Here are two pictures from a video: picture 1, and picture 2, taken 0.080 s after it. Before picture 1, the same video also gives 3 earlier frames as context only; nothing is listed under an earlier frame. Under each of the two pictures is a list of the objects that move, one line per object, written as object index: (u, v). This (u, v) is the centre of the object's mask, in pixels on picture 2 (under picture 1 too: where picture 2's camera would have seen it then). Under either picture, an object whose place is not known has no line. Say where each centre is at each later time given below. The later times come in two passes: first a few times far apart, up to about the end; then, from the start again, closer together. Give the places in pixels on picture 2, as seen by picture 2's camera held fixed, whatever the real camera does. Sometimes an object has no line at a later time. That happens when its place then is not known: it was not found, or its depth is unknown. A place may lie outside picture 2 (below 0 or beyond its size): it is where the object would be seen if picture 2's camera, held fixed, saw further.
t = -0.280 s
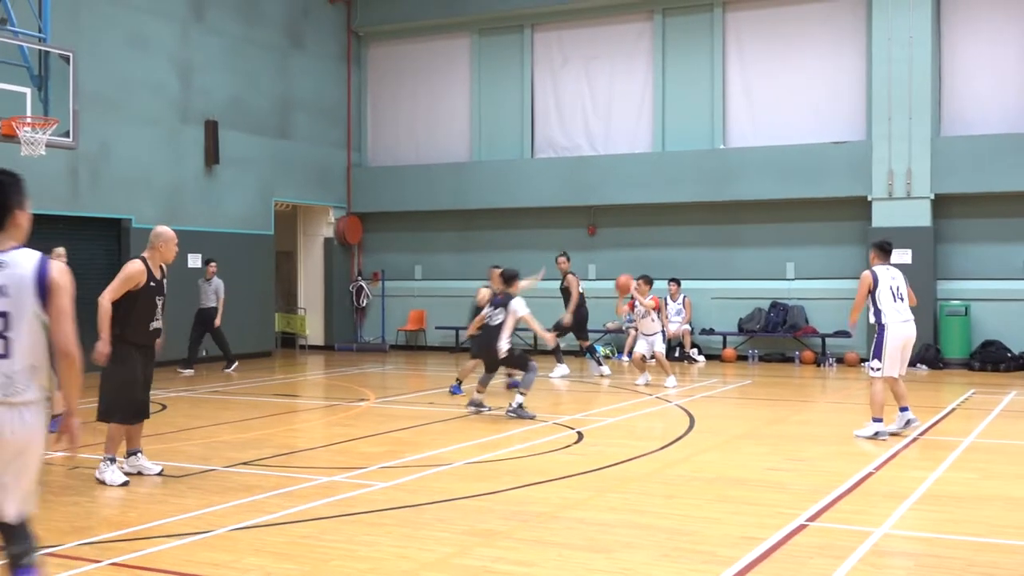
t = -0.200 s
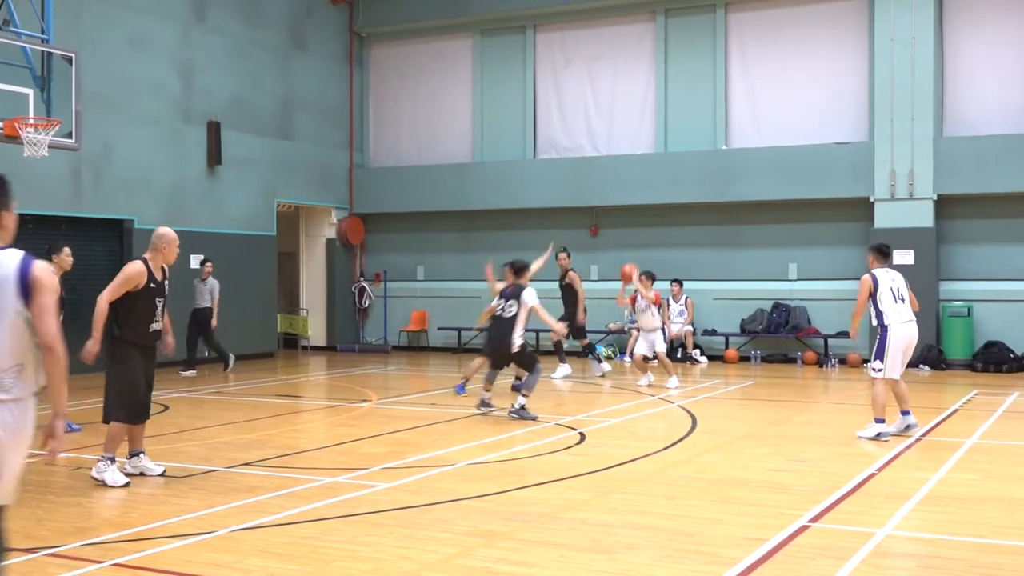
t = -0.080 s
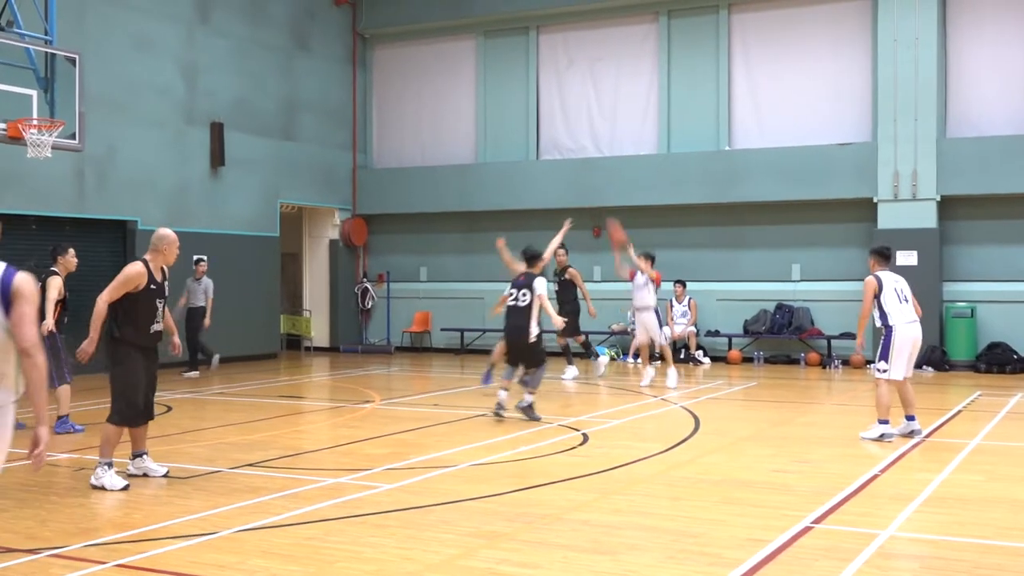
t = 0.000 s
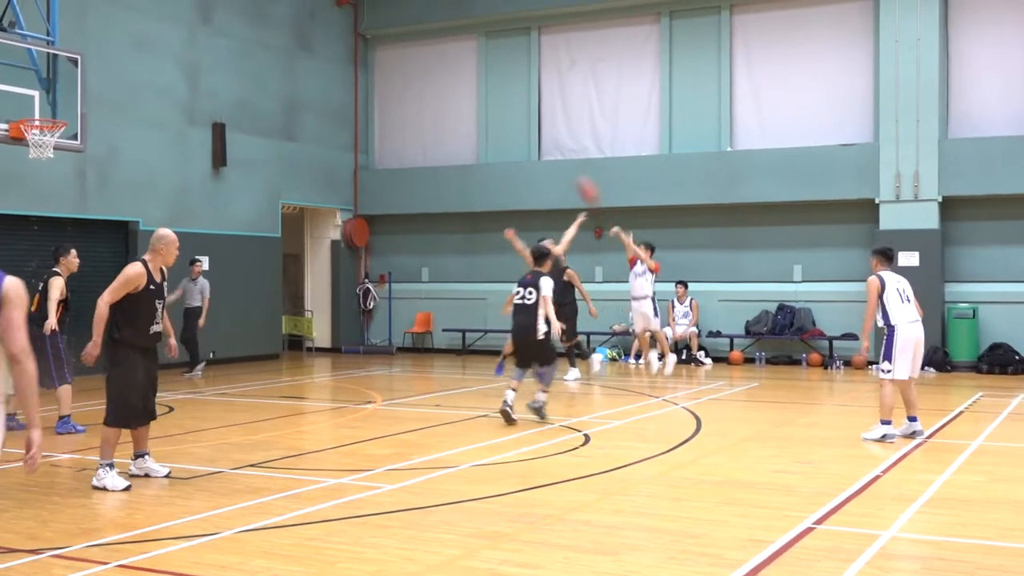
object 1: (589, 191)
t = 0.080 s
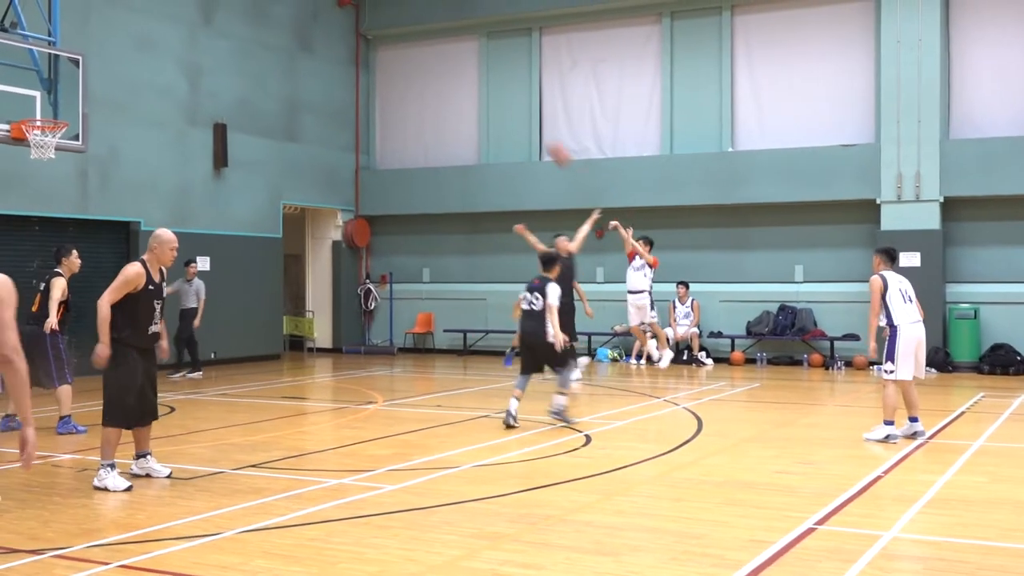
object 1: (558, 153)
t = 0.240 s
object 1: (495, 87)
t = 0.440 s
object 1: (414, 32)
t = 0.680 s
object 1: (311, 8)
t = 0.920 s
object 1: (201, 31)
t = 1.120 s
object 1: (105, 89)
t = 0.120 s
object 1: (542, 134)
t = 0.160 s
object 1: (526, 117)
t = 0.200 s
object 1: (511, 101)
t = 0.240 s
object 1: (495, 87)
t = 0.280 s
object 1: (479, 73)
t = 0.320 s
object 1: (462, 61)
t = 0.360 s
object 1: (446, 50)
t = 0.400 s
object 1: (430, 41)
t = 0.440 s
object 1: (414, 32)
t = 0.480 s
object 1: (397, 25)
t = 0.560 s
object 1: (362, 14)
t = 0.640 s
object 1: (328, 9)
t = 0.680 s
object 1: (311, 8)
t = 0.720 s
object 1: (294, 9)
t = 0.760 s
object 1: (276, 11)
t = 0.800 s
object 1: (258, 14)
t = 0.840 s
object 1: (238, 18)
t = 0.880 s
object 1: (219, 23)
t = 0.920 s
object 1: (201, 31)
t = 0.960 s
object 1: (182, 39)
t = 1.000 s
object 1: (163, 49)
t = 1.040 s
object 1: (144, 61)
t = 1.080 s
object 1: (125, 74)
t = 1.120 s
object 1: (105, 89)
